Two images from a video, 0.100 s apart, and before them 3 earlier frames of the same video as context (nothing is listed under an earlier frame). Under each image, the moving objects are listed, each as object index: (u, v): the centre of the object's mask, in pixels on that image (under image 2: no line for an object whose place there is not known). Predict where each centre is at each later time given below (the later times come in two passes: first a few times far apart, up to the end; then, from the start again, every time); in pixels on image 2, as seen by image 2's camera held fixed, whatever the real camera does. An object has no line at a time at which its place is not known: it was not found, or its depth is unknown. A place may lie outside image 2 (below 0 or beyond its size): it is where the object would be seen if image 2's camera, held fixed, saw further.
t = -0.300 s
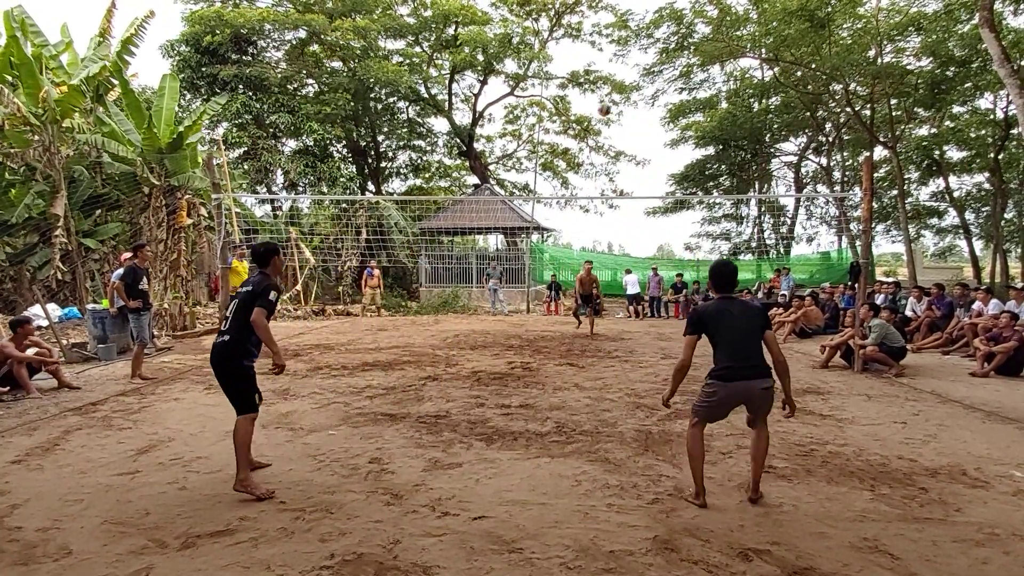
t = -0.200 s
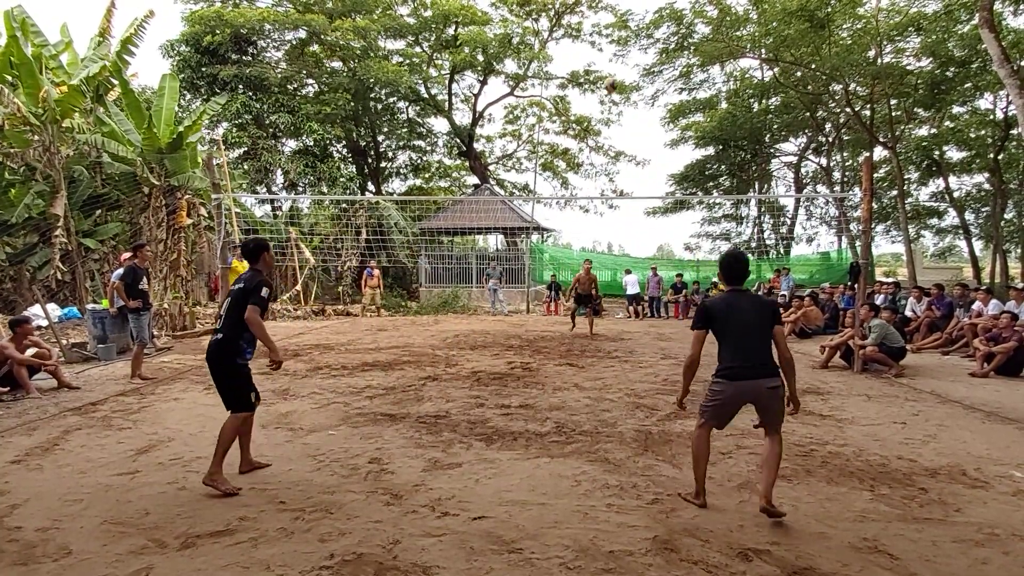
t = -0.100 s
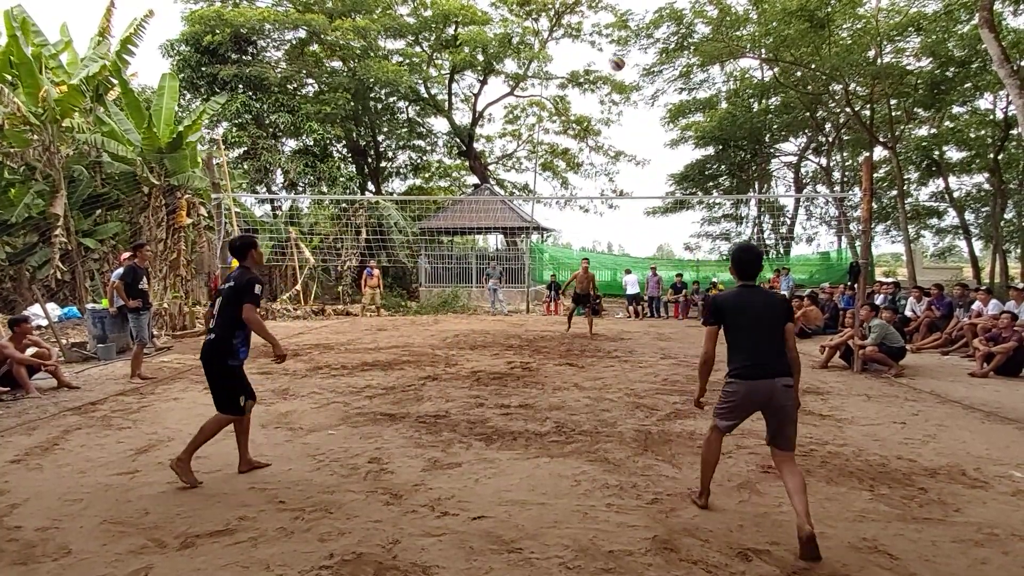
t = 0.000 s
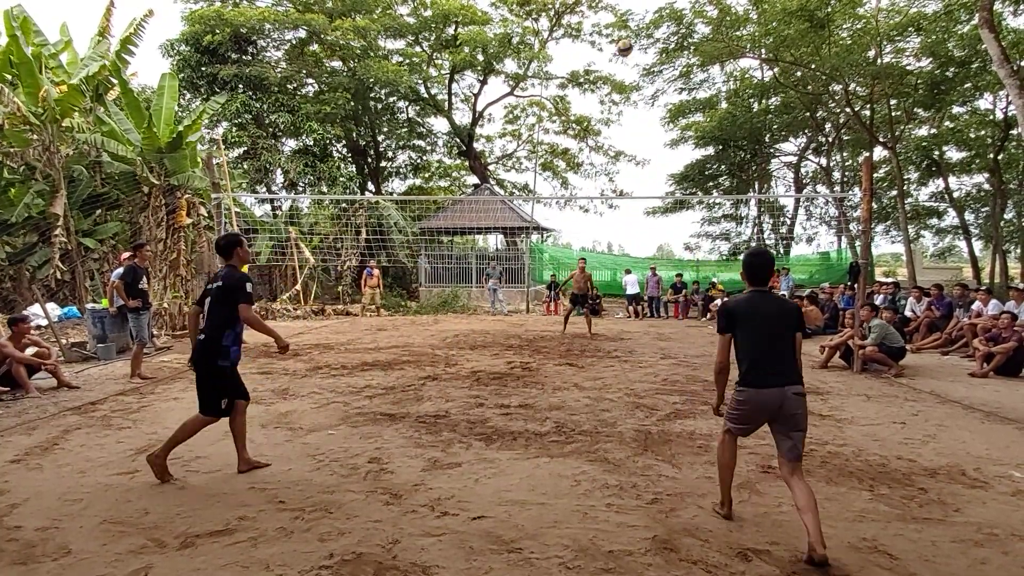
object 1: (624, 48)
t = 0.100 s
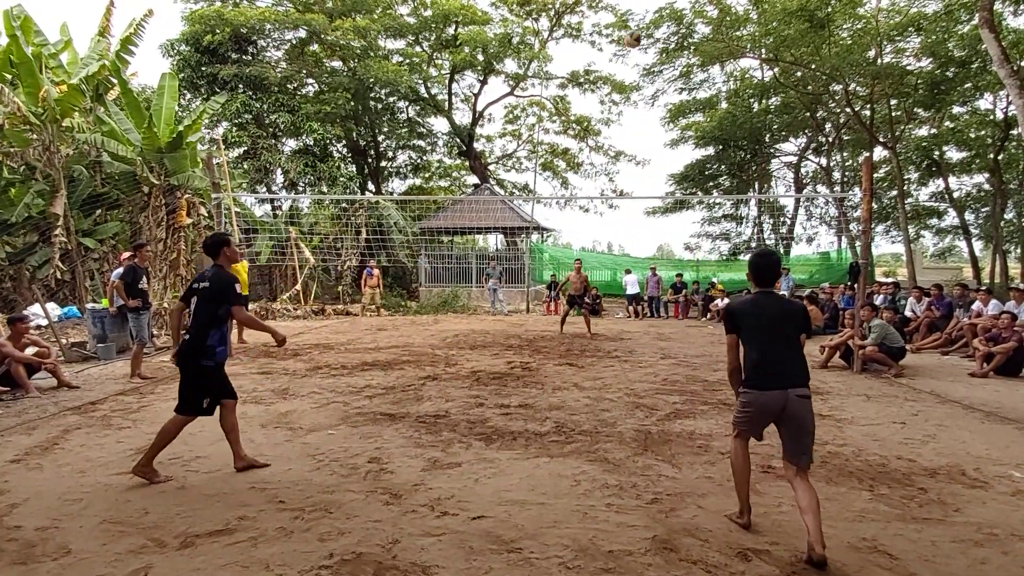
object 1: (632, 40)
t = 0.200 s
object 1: (642, 39)
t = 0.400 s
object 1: (663, 68)
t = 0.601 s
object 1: (691, 158)
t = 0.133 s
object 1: (636, 38)
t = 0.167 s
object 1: (639, 38)
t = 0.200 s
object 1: (642, 39)
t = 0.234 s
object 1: (645, 40)
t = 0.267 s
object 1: (648, 43)
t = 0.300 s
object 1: (652, 47)
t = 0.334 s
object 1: (656, 53)
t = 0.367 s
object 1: (659, 60)
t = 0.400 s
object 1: (663, 68)
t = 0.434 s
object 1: (667, 78)
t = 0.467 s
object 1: (672, 90)
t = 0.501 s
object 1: (676, 103)
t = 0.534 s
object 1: (681, 119)
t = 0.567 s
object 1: (685, 137)
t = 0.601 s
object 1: (691, 158)
